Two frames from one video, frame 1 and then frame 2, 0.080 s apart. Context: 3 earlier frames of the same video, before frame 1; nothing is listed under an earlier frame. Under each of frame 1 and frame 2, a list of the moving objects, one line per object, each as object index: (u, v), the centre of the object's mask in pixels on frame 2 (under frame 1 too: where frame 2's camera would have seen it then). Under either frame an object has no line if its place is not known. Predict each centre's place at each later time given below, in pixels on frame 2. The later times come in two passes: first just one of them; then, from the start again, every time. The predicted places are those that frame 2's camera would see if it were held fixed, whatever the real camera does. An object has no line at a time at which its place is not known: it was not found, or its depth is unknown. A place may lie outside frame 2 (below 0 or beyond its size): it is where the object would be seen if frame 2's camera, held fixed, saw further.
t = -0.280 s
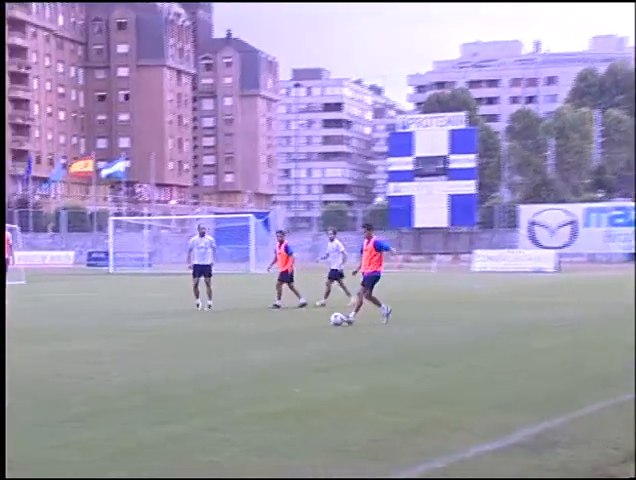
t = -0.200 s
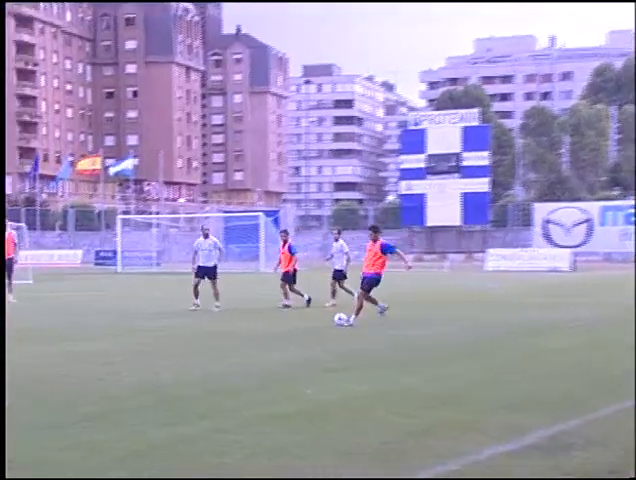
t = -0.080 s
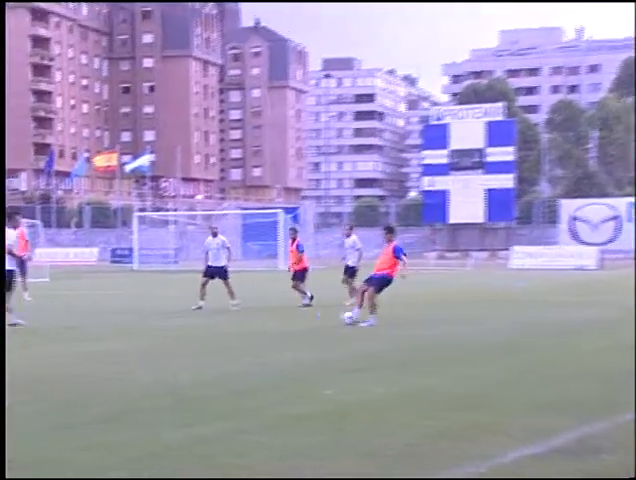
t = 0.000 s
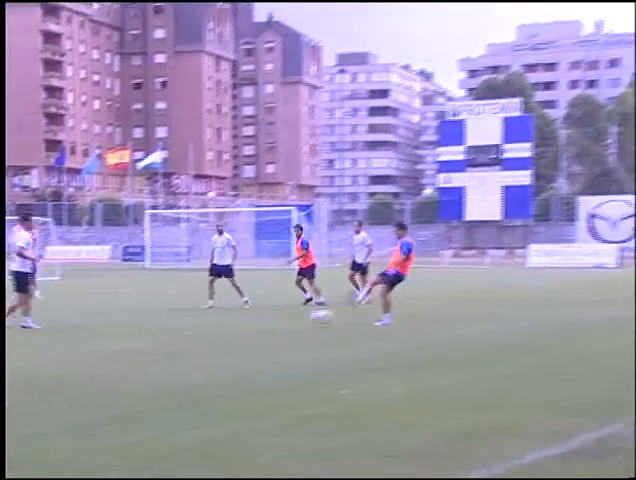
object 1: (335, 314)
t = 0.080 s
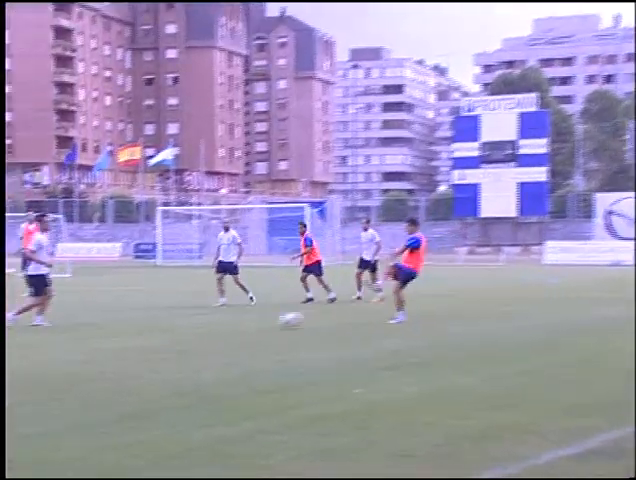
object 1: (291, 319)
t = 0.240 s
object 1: (199, 322)
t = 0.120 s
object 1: (266, 323)
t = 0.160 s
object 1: (244, 324)
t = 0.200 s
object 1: (222, 322)
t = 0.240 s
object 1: (199, 322)
